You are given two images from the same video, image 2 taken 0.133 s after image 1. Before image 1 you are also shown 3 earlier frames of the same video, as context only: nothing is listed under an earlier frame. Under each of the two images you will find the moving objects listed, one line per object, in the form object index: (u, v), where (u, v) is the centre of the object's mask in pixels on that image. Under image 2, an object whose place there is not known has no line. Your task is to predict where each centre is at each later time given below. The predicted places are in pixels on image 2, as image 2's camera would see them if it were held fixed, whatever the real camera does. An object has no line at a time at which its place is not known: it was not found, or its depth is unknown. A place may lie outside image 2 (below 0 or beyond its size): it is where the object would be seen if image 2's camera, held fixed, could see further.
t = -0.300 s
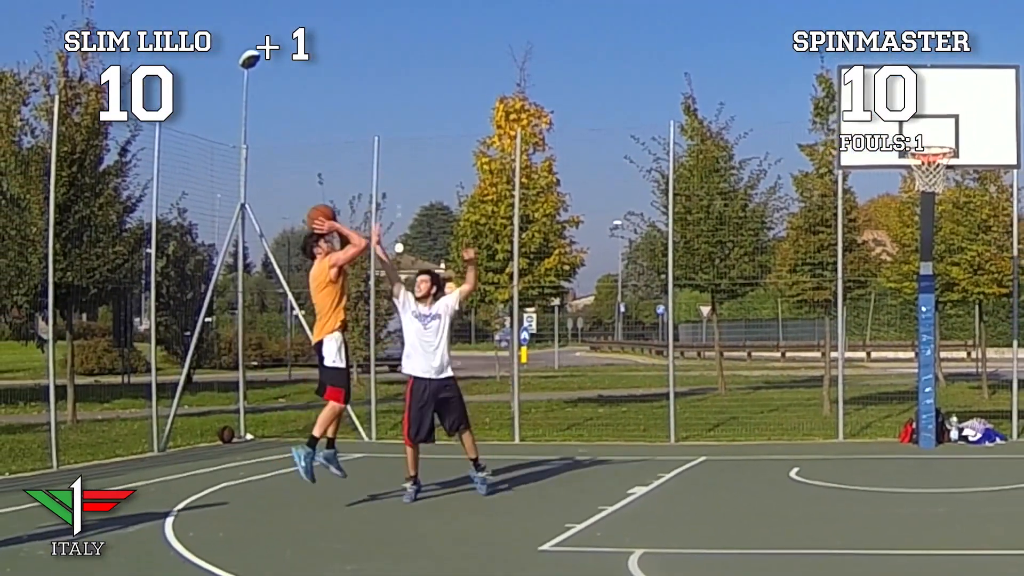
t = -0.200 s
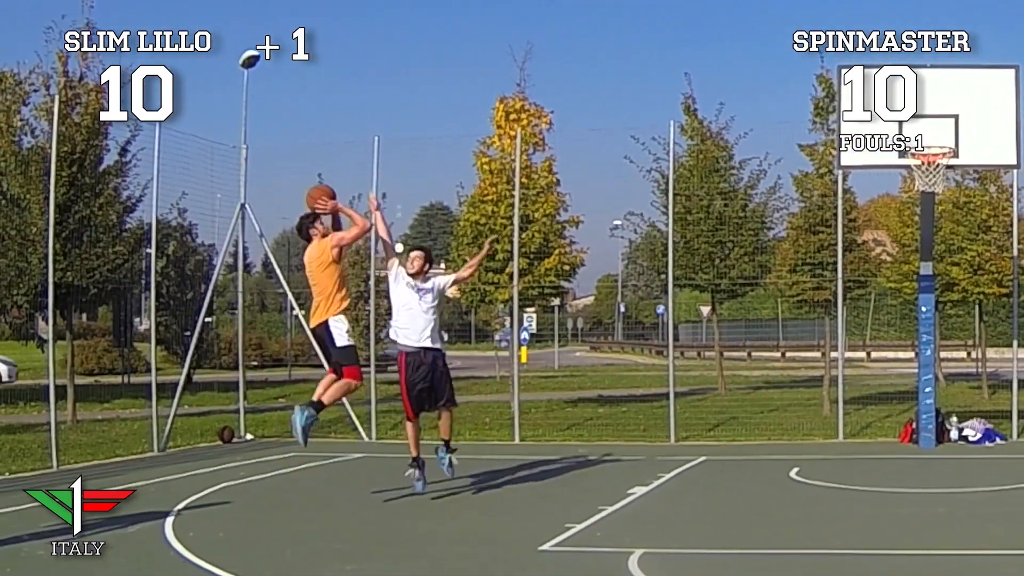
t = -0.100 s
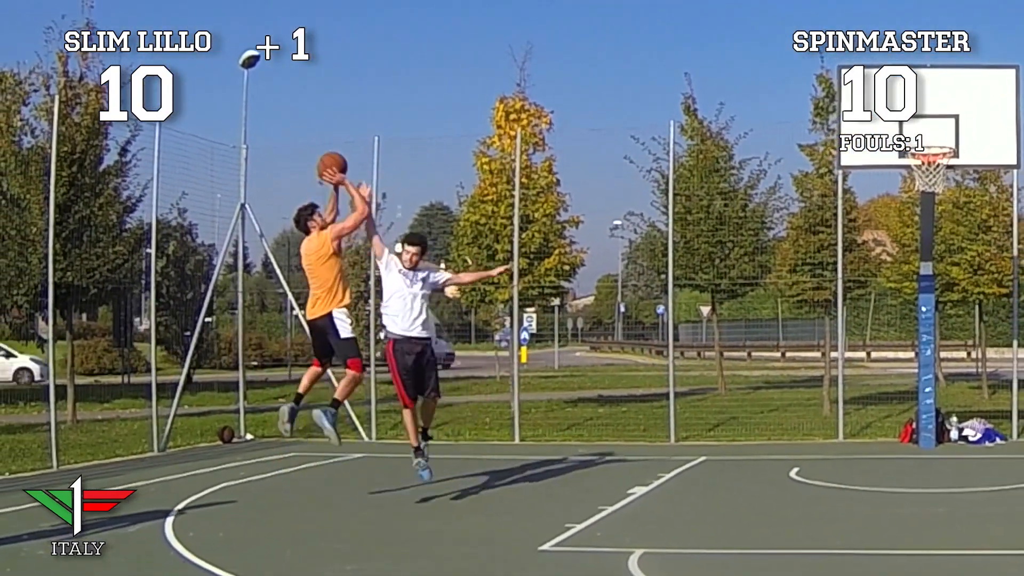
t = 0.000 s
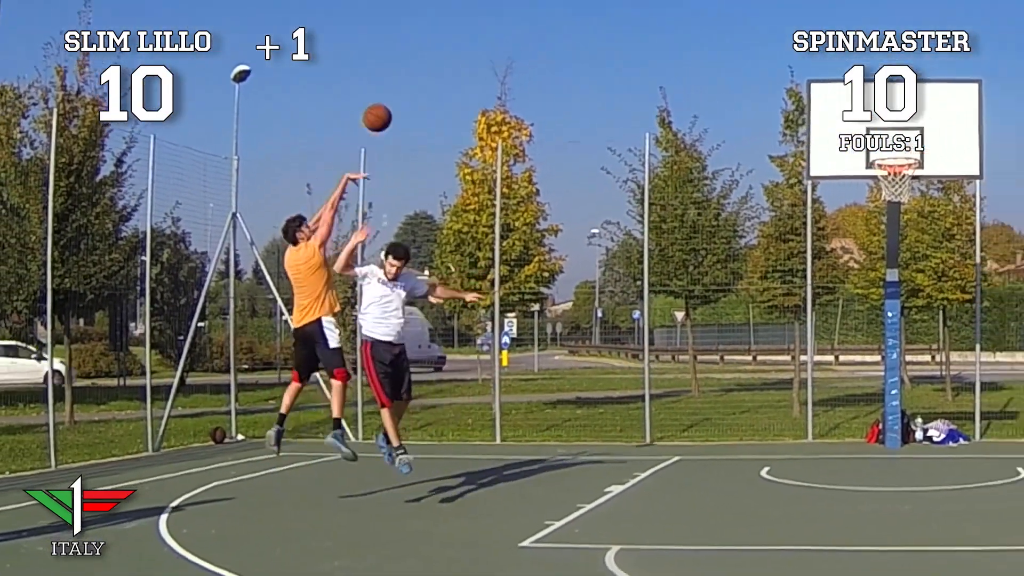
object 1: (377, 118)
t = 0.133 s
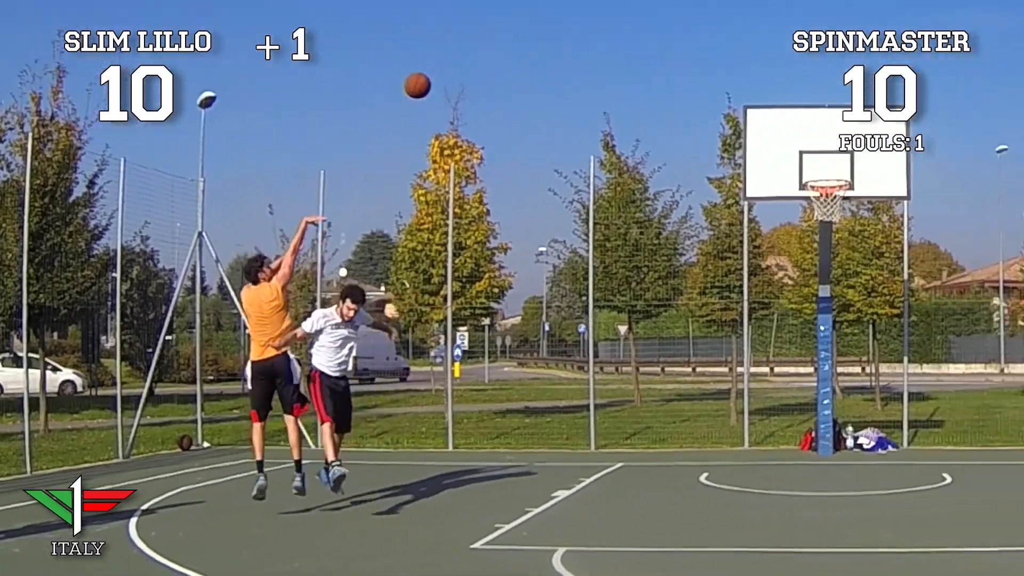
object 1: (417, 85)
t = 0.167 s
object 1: (436, 76)
